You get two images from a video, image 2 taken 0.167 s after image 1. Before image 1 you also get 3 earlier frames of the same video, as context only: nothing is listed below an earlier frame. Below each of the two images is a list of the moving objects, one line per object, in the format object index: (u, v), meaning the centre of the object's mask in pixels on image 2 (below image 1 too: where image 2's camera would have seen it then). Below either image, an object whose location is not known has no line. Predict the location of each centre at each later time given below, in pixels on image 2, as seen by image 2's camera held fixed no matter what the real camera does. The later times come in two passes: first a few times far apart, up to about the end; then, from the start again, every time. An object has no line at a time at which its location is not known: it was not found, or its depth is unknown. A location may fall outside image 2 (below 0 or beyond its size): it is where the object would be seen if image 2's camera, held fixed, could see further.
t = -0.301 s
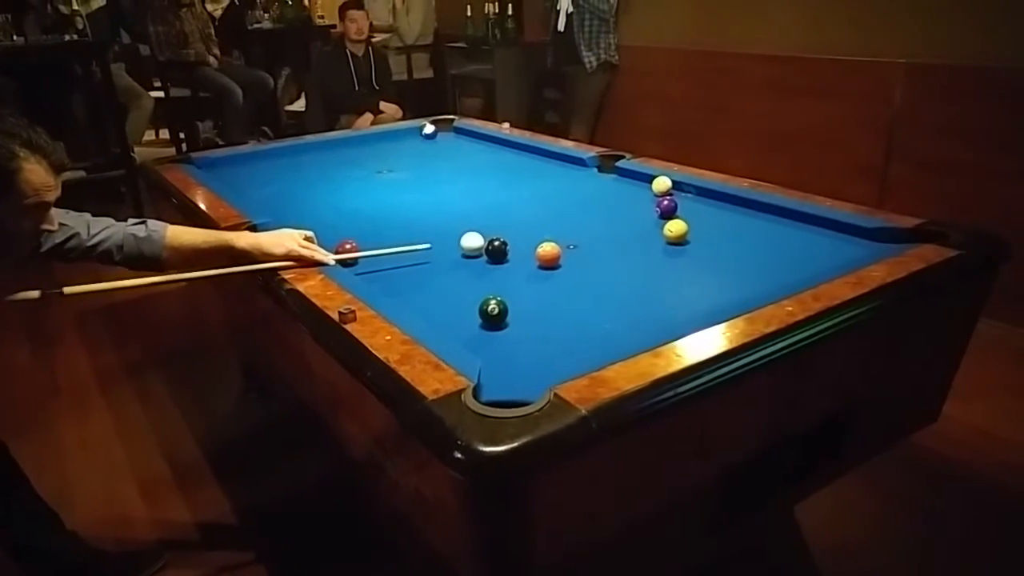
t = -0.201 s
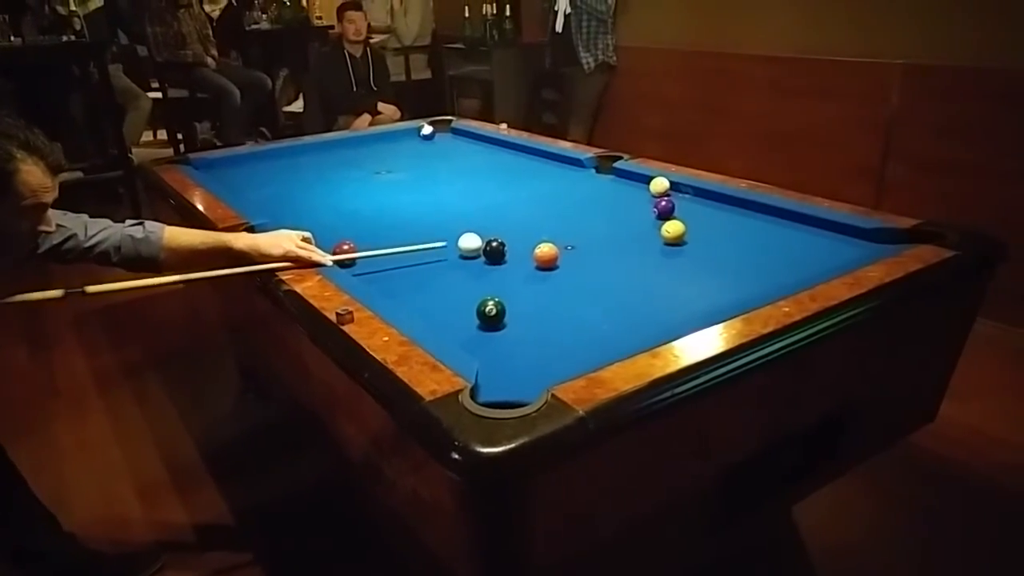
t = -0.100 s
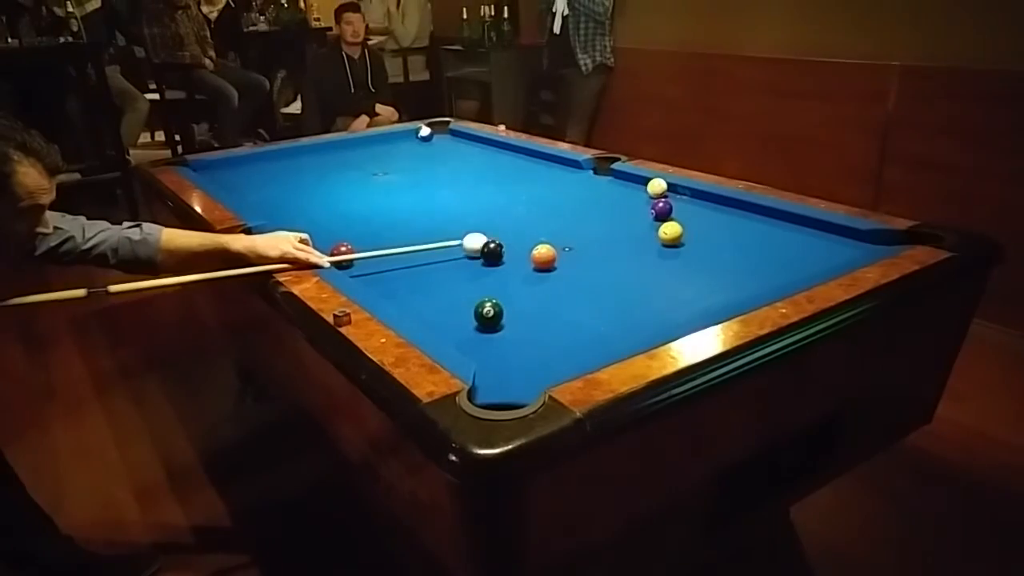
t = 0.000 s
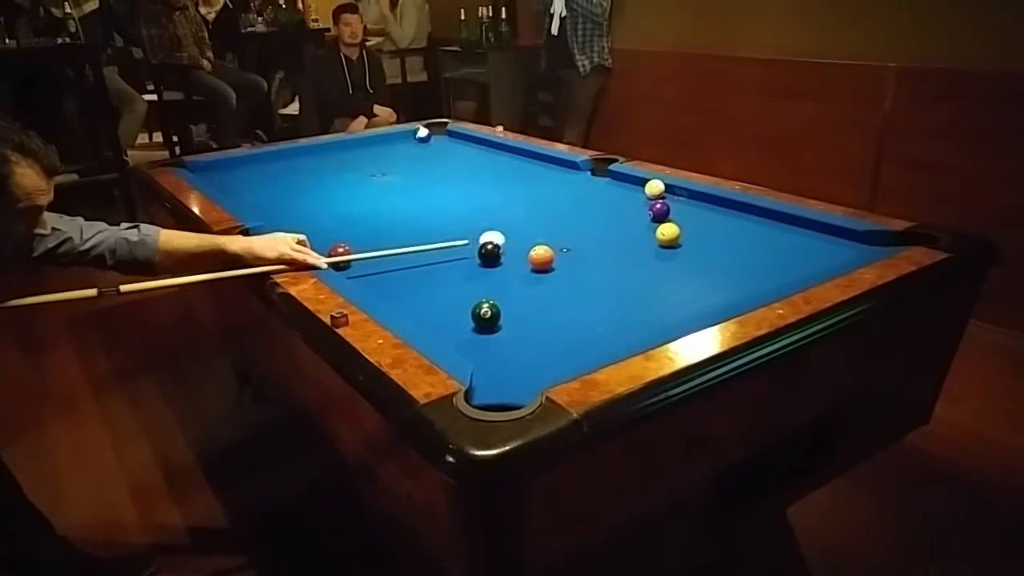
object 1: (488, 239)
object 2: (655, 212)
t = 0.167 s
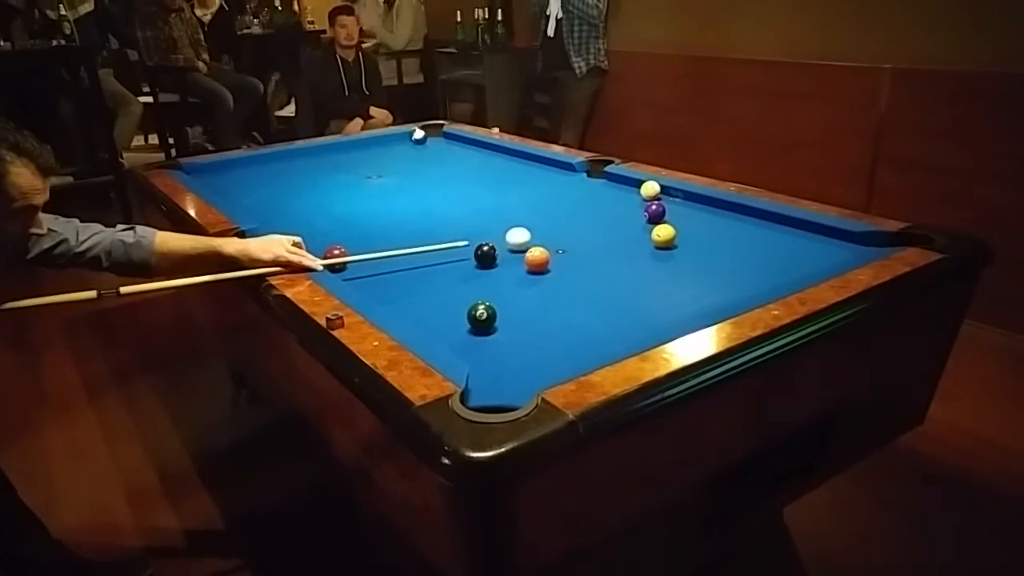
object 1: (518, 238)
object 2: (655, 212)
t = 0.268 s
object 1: (535, 234)
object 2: (654, 212)
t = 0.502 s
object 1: (573, 229)
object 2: (654, 212)
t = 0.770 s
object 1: (612, 222)
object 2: (654, 212)
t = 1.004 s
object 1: (642, 217)
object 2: (657, 210)
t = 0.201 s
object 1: (523, 237)
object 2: (655, 212)
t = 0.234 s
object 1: (529, 236)
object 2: (654, 212)
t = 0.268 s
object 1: (535, 234)
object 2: (654, 212)
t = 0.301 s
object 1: (541, 234)
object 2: (654, 212)
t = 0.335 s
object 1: (547, 233)
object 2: (654, 212)
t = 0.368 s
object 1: (552, 233)
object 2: (654, 212)
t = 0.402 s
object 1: (557, 232)
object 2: (654, 212)
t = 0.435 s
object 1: (563, 231)
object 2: (654, 212)
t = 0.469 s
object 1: (568, 230)
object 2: (654, 212)
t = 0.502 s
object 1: (573, 229)
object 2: (654, 212)
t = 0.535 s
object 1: (578, 228)
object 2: (654, 212)
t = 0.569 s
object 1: (583, 227)
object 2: (654, 212)
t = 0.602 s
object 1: (588, 226)
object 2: (654, 212)
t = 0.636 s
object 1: (593, 225)
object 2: (654, 212)
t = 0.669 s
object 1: (598, 224)
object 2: (654, 212)
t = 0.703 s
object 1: (603, 224)
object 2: (654, 212)
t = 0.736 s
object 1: (608, 222)
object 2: (654, 212)
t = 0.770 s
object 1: (612, 222)
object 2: (654, 212)
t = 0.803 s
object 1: (617, 221)
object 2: (654, 212)
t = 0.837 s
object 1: (622, 220)
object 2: (654, 212)
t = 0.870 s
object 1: (626, 219)
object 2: (654, 212)
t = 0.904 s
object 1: (631, 219)
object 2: (654, 212)
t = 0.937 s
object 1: (635, 218)
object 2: (654, 211)
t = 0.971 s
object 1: (639, 217)
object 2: (656, 211)
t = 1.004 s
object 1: (642, 217)
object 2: (657, 210)
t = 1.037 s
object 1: (644, 217)
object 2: (659, 209)
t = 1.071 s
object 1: (646, 217)
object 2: (660, 209)
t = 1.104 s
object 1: (648, 217)
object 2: (662, 208)
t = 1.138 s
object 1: (650, 216)
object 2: (664, 207)
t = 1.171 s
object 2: (665, 207)
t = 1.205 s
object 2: (666, 206)
